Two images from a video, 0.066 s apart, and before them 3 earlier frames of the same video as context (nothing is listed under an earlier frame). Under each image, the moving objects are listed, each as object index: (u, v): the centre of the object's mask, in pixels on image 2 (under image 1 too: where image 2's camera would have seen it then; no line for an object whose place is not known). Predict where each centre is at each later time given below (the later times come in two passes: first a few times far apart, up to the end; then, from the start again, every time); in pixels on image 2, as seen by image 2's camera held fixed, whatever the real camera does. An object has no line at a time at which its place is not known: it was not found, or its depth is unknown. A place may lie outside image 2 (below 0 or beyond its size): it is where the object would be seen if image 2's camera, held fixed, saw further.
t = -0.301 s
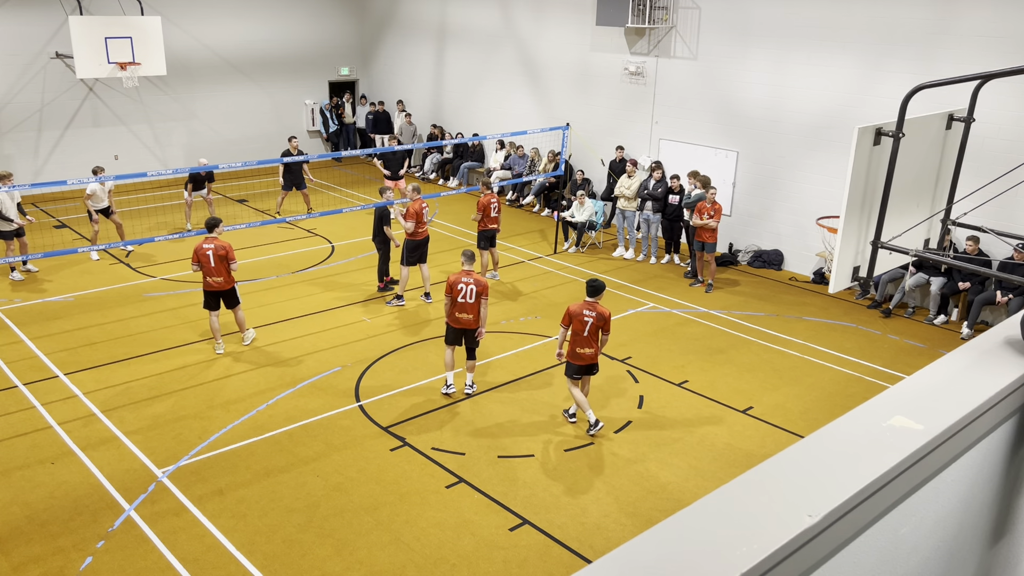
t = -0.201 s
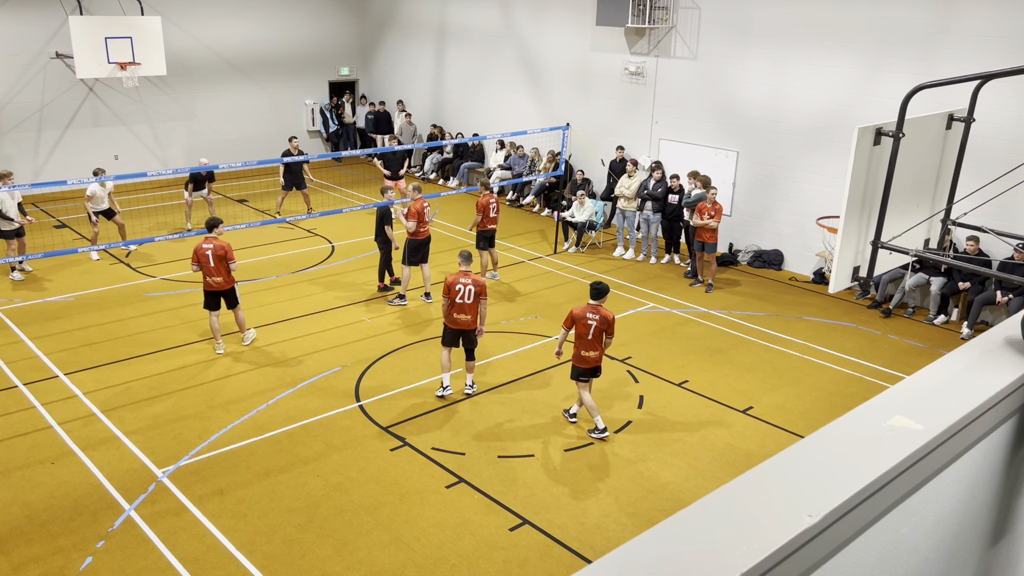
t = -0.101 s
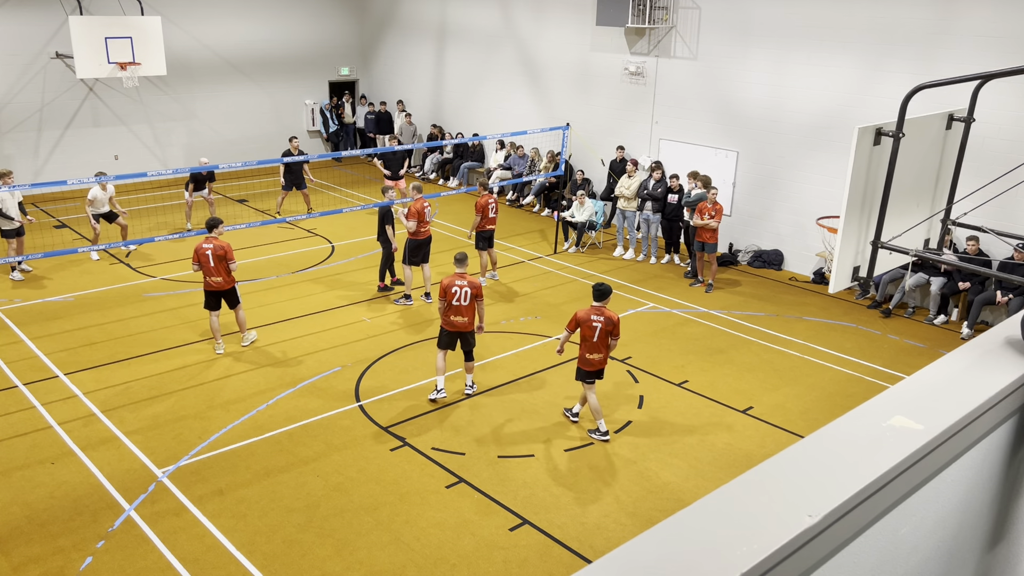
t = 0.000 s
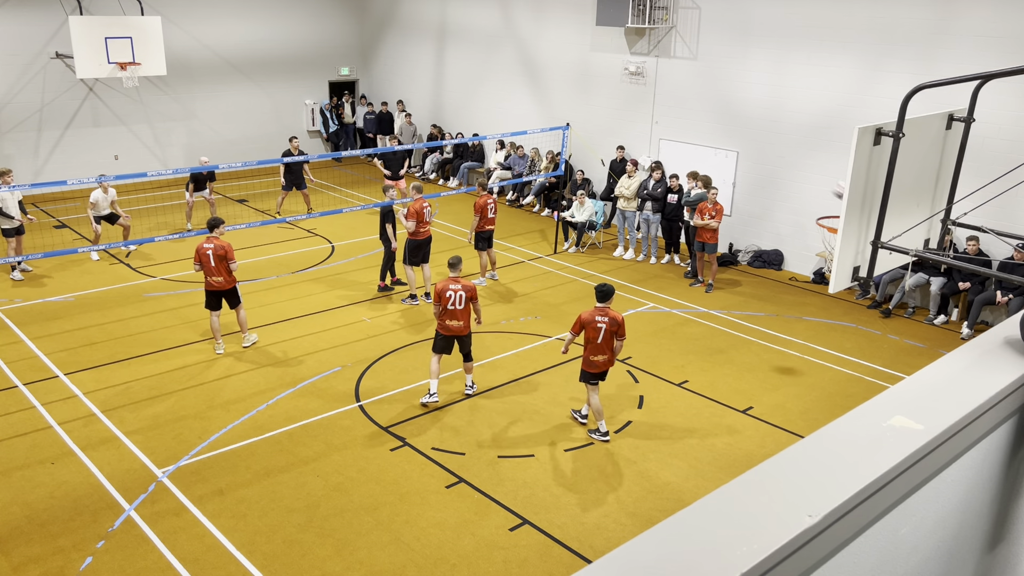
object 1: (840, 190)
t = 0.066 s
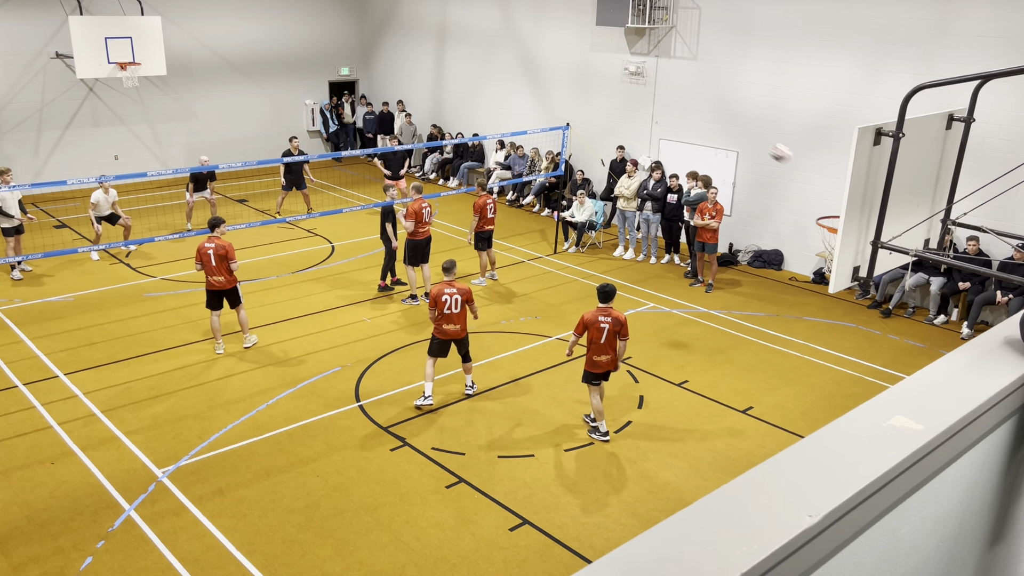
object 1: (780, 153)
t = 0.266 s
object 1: (614, 67)
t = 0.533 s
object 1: (437, 7)
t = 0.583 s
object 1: (409, 5)
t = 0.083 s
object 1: (765, 144)
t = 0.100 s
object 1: (750, 136)
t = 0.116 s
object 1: (736, 128)
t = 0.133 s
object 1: (722, 120)
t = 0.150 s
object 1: (708, 112)
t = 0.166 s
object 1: (694, 105)
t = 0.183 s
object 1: (679, 98)
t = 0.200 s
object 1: (666, 91)
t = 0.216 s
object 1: (653, 85)
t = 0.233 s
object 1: (639, 78)
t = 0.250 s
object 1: (627, 72)
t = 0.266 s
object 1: (614, 67)
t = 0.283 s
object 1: (602, 61)
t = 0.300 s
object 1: (590, 56)
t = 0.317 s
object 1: (578, 50)
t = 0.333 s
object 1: (567, 46)
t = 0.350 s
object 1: (554, 41)
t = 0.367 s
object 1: (543, 37)
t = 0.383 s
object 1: (532, 33)
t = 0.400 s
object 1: (521, 29)
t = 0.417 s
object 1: (510, 26)
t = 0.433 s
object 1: (499, 22)
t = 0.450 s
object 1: (489, 19)
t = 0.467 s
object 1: (478, 16)
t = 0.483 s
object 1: (467, 14)
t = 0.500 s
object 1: (457, 11)
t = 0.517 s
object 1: (447, 9)
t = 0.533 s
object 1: (437, 7)
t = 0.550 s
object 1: (428, 6)
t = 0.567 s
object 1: (418, 5)
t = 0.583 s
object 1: (409, 5)
